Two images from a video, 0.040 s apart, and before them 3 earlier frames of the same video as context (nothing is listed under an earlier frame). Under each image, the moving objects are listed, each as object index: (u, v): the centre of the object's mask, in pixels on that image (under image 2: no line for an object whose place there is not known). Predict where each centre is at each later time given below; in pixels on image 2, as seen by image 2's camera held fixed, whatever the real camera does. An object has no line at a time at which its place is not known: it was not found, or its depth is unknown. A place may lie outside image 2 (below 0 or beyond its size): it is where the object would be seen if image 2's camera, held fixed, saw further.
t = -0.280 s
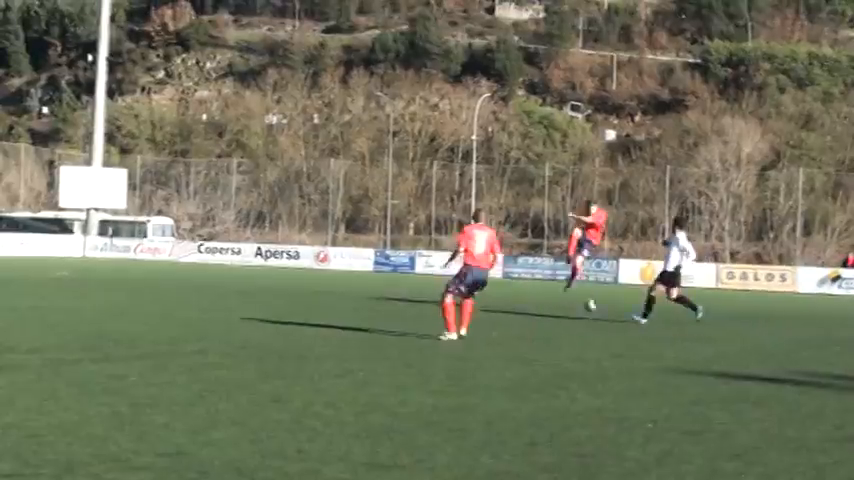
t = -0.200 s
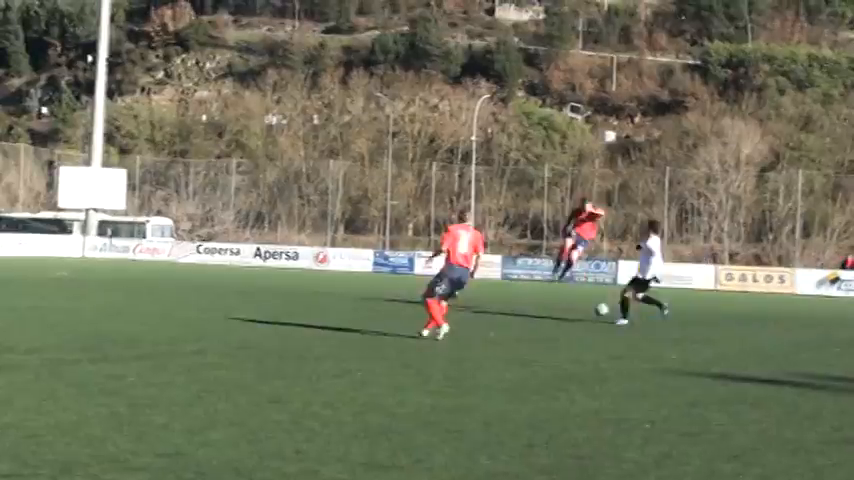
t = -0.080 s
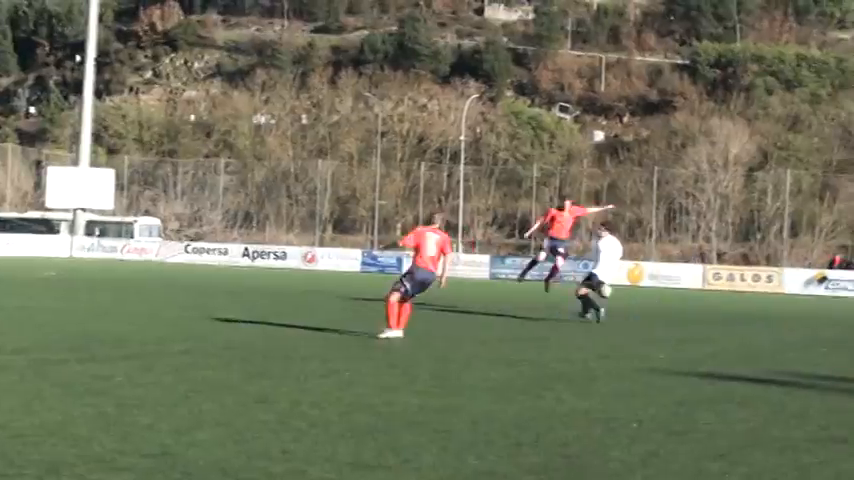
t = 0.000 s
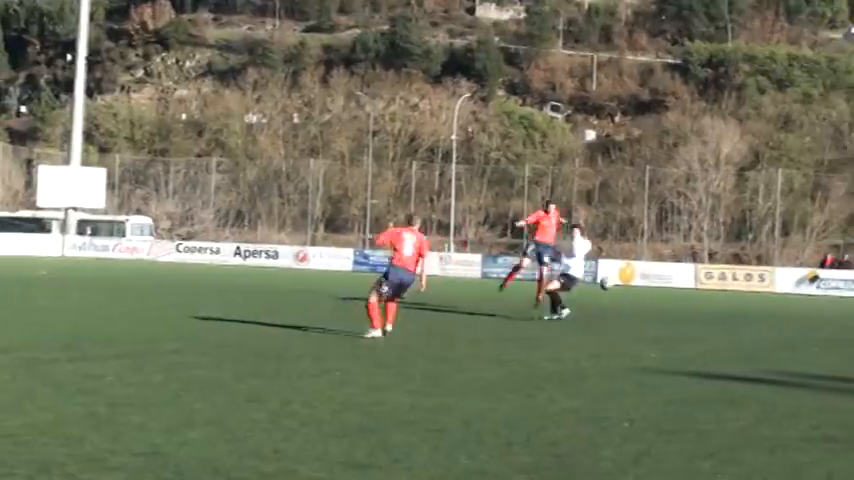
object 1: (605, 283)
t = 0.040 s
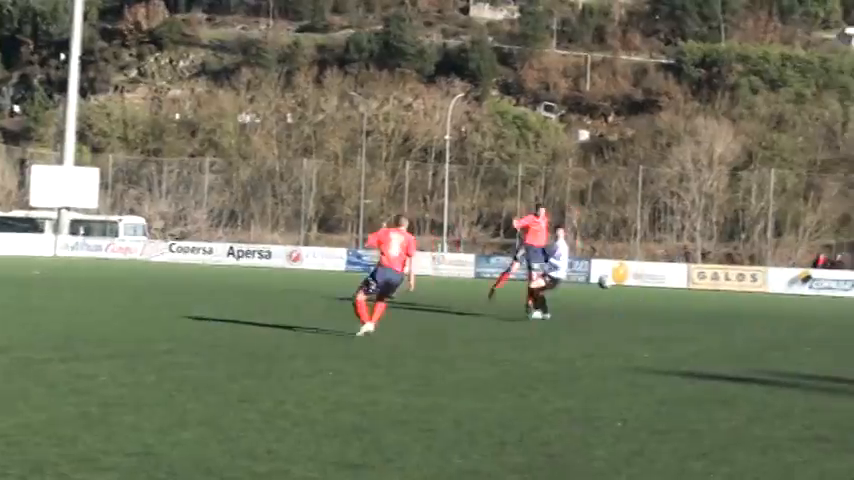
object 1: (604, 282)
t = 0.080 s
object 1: (607, 281)
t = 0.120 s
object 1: (611, 280)
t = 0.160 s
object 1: (614, 283)
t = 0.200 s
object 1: (617, 286)
